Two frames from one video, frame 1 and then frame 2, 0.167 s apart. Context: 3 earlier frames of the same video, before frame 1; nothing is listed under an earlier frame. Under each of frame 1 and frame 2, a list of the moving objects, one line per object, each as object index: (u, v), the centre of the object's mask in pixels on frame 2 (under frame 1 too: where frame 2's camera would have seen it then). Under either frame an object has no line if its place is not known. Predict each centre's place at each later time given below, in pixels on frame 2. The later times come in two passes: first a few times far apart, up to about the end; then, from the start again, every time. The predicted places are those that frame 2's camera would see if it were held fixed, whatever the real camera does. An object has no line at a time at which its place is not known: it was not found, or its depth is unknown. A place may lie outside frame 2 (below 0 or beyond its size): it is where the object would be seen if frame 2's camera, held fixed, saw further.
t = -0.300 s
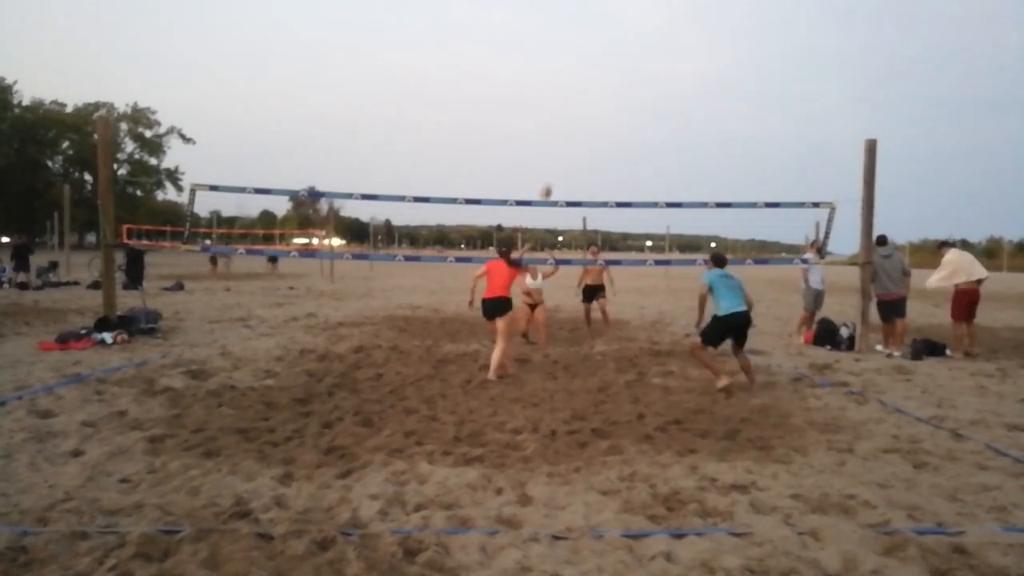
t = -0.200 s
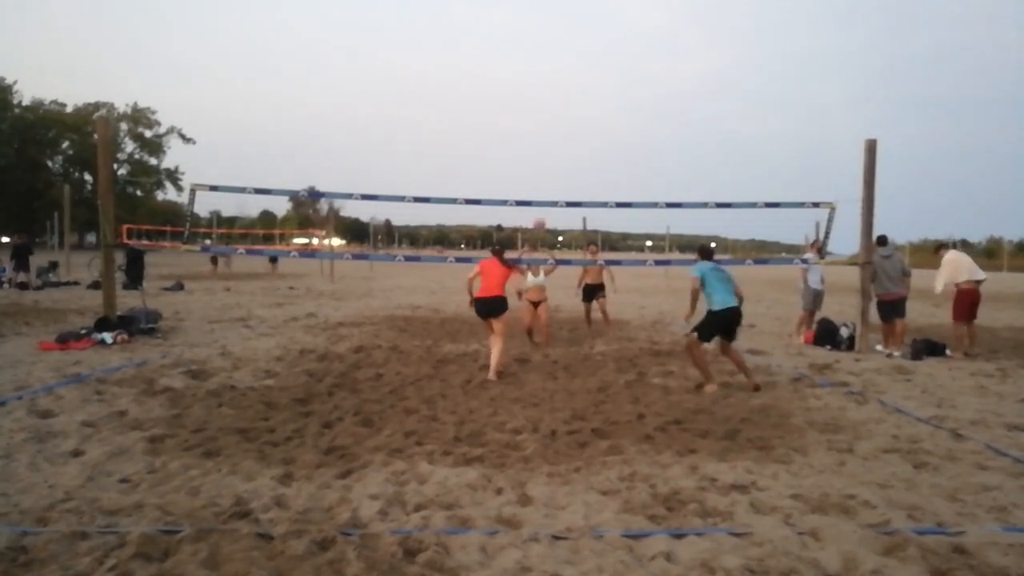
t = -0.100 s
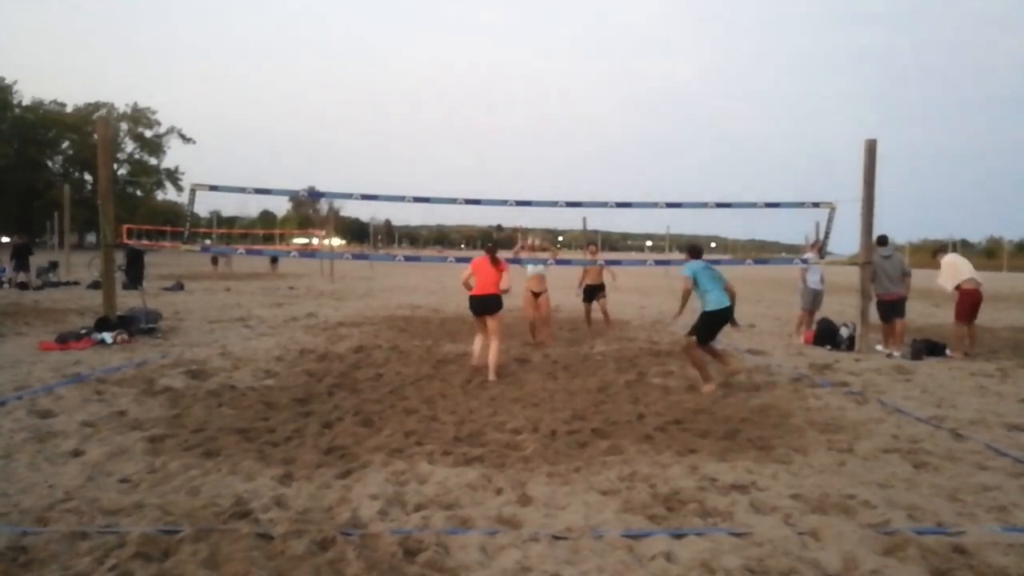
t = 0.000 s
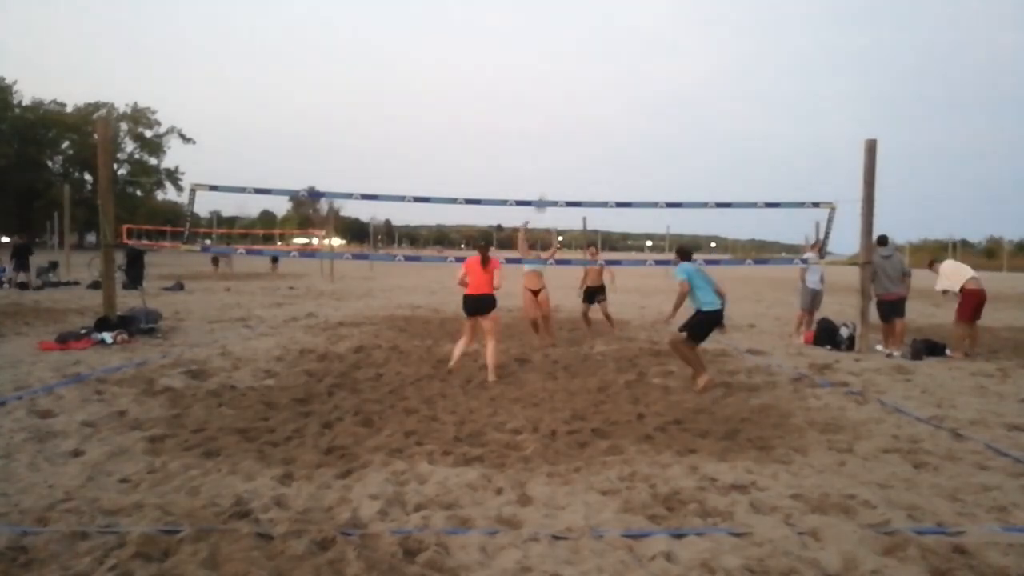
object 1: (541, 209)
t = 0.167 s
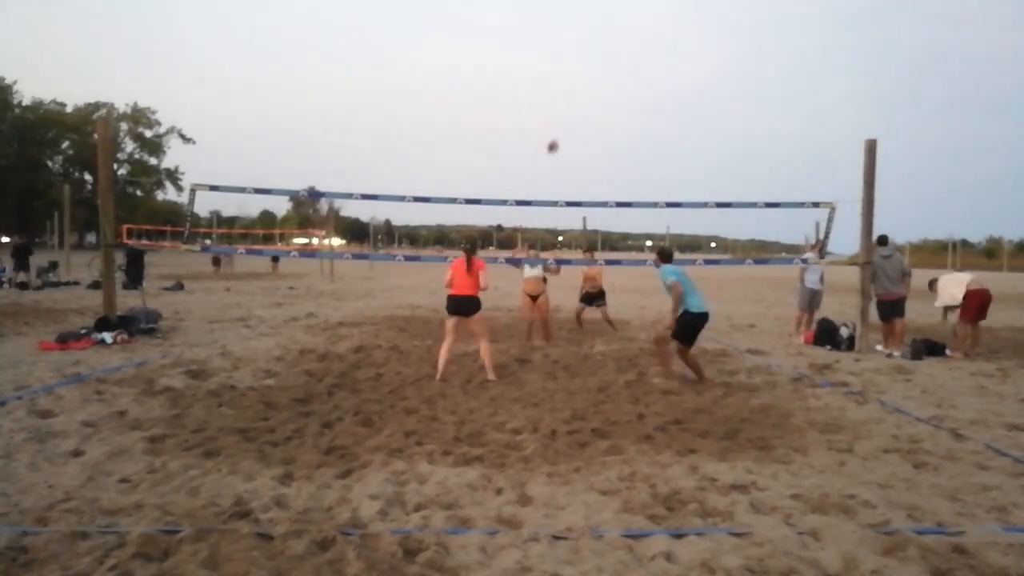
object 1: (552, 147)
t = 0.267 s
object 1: (559, 121)
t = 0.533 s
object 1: (575, 84)
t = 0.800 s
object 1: (589, 89)
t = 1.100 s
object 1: (603, 143)
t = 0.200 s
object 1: (555, 137)
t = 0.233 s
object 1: (557, 128)
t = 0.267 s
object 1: (559, 121)
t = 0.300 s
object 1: (561, 113)
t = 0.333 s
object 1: (564, 107)
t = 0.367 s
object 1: (566, 102)
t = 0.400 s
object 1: (567, 96)
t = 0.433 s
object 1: (569, 92)
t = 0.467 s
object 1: (571, 88)
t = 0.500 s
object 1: (573, 86)
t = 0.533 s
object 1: (575, 84)
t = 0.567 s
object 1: (577, 82)
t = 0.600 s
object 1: (579, 81)
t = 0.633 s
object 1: (581, 81)
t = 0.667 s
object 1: (583, 81)
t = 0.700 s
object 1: (584, 82)
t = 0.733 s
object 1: (586, 84)
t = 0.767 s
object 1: (588, 86)
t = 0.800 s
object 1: (589, 89)
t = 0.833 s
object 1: (591, 93)
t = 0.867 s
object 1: (592, 97)
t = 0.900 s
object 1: (594, 102)
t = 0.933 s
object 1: (595, 107)
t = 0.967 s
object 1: (597, 113)
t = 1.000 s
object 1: (599, 120)
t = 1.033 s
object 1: (601, 127)
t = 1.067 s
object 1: (602, 135)
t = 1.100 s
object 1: (603, 143)
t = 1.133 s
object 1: (605, 152)
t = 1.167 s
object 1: (606, 161)
